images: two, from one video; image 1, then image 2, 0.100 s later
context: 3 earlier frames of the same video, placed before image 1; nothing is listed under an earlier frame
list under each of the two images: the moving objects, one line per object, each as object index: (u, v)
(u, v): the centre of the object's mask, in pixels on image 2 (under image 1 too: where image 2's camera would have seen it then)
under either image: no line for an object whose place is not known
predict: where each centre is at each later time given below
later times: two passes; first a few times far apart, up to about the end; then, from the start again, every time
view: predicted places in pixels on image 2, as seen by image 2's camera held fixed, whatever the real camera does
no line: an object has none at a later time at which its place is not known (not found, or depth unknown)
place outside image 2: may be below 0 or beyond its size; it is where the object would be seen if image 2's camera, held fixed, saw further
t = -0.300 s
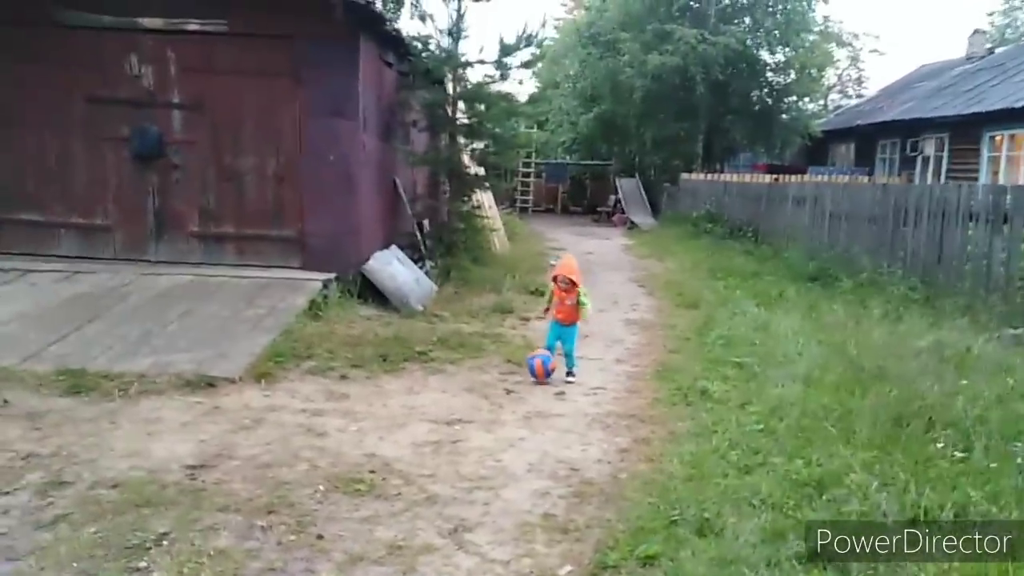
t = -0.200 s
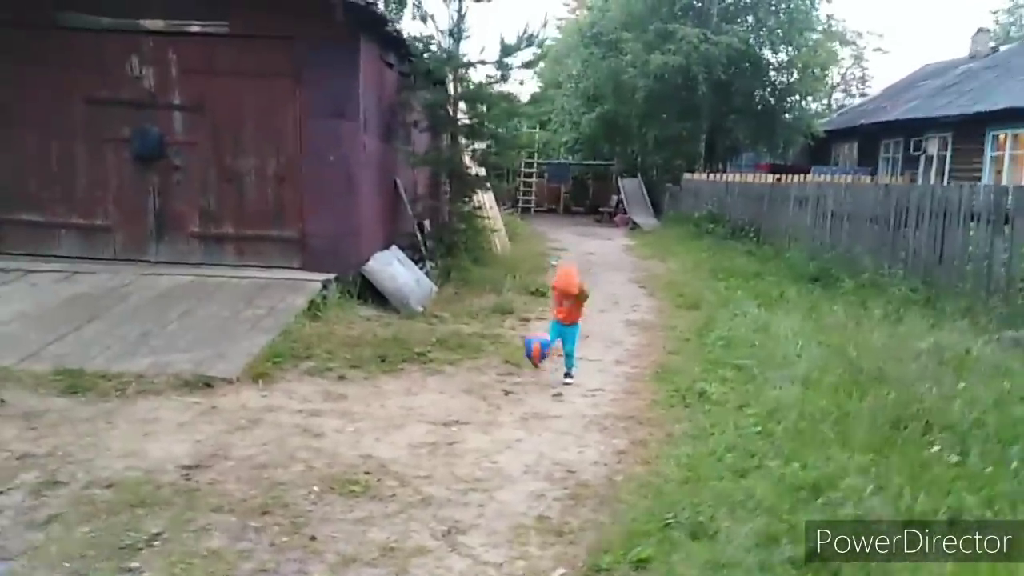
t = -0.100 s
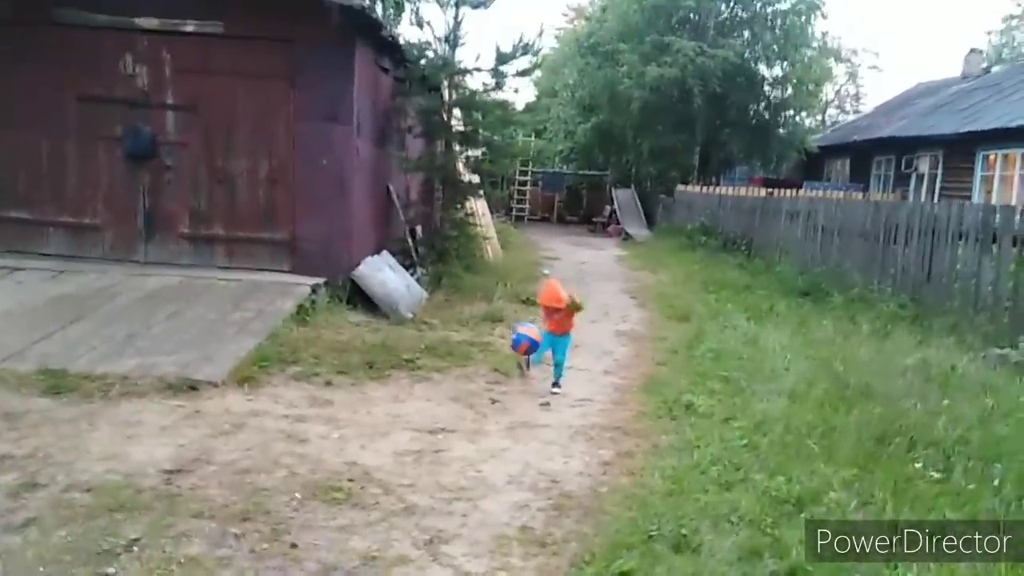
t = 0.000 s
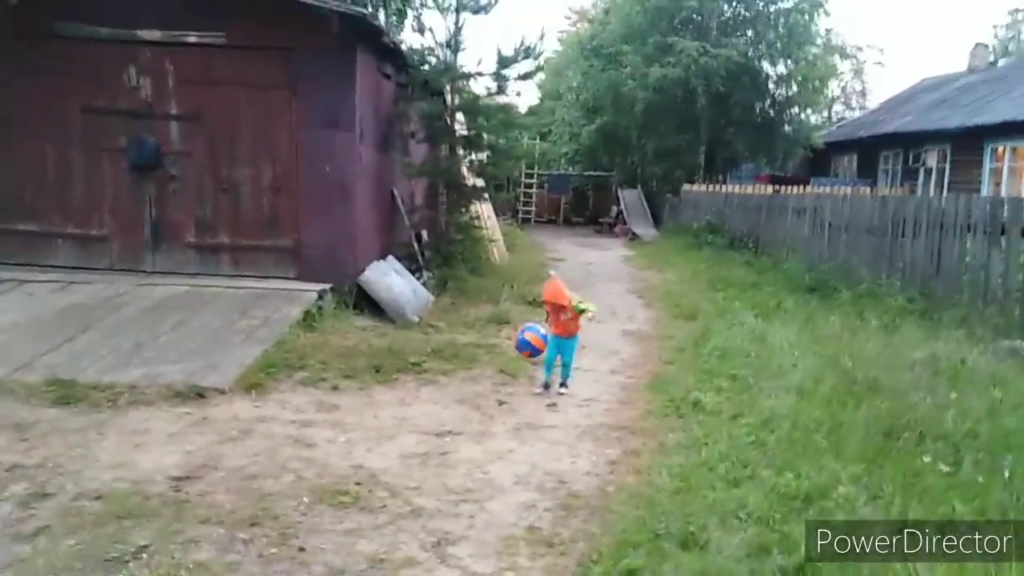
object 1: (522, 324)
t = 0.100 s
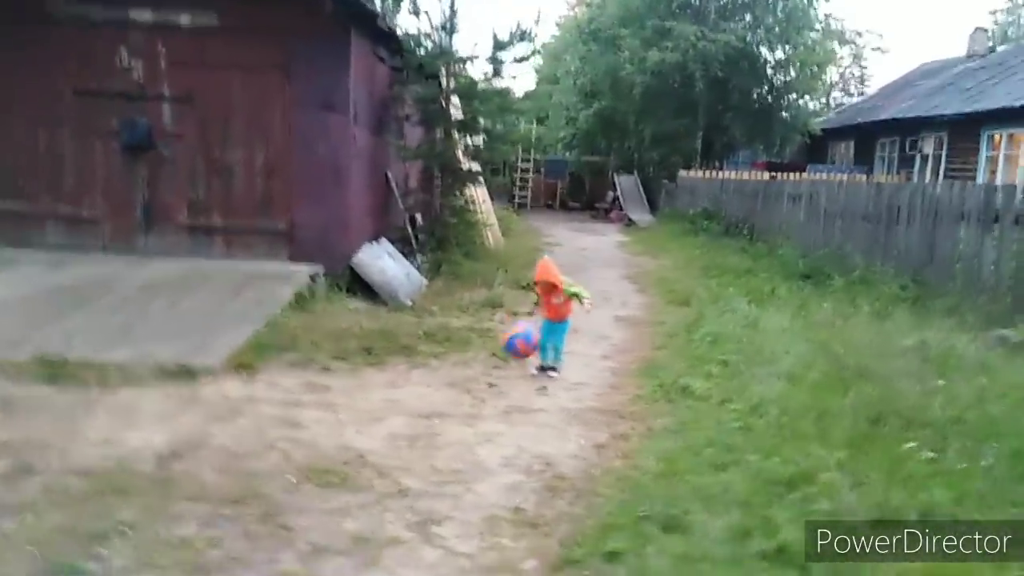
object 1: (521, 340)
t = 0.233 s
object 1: (515, 392)
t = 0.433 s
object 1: (524, 399)
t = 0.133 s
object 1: (521, 349)
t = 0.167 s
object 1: (519, 362)
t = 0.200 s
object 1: (517, 375)
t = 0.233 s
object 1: (515, 392)
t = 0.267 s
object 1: (514, 414)
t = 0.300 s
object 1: (515, 419)
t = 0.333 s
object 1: (518, 411)
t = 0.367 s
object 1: (521, 405)
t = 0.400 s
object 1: (523, 402)
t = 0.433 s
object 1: (524, 399)
